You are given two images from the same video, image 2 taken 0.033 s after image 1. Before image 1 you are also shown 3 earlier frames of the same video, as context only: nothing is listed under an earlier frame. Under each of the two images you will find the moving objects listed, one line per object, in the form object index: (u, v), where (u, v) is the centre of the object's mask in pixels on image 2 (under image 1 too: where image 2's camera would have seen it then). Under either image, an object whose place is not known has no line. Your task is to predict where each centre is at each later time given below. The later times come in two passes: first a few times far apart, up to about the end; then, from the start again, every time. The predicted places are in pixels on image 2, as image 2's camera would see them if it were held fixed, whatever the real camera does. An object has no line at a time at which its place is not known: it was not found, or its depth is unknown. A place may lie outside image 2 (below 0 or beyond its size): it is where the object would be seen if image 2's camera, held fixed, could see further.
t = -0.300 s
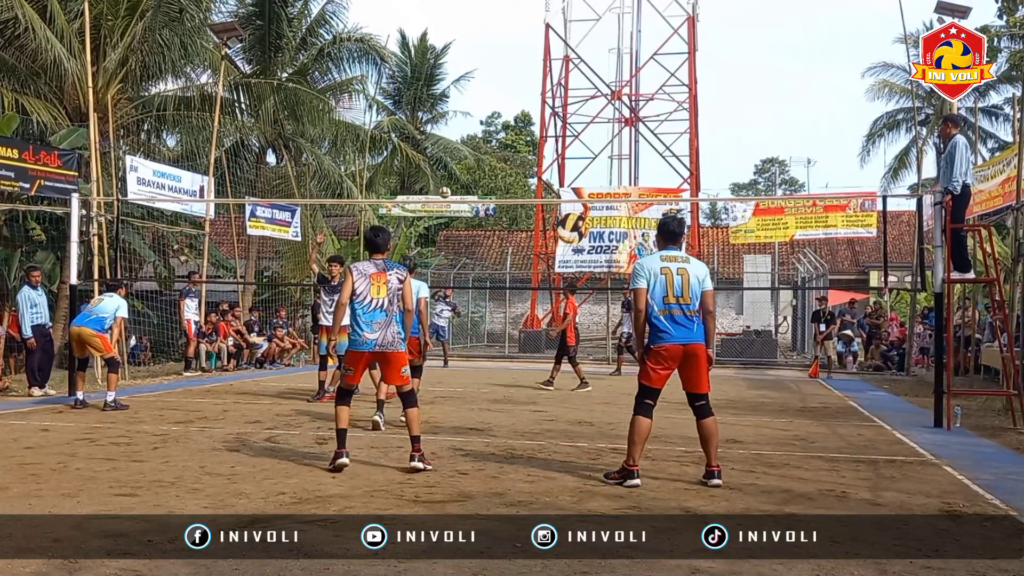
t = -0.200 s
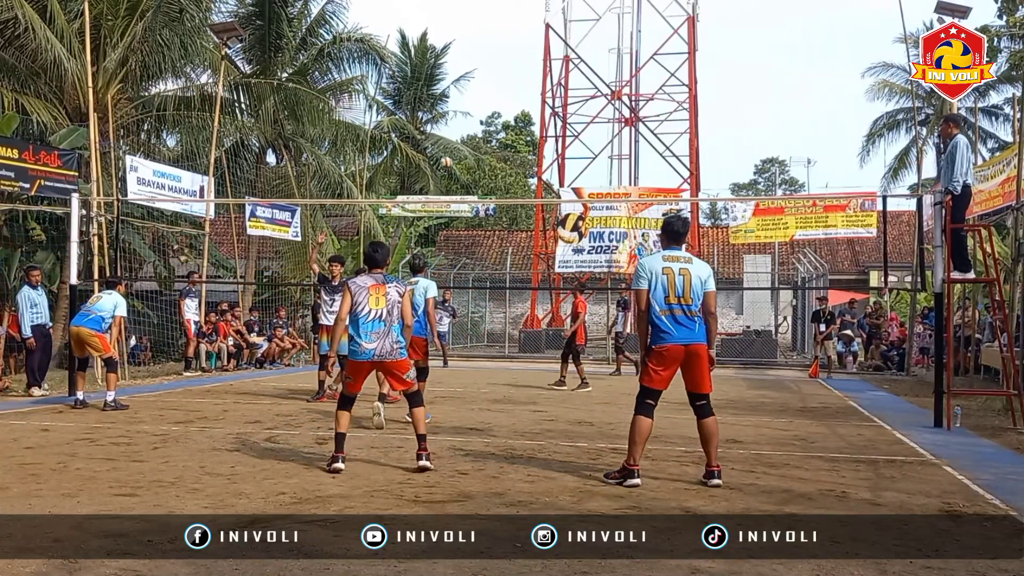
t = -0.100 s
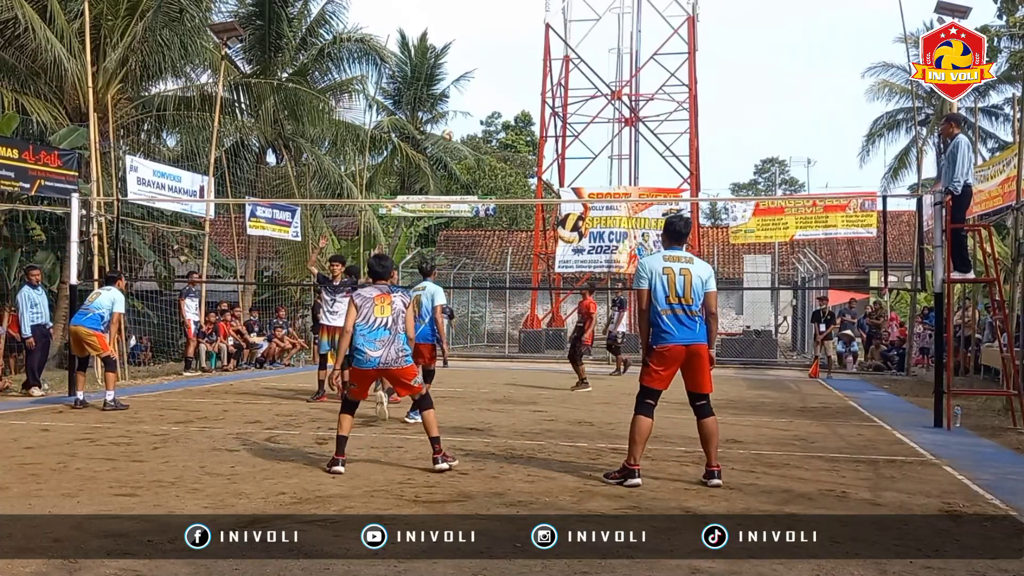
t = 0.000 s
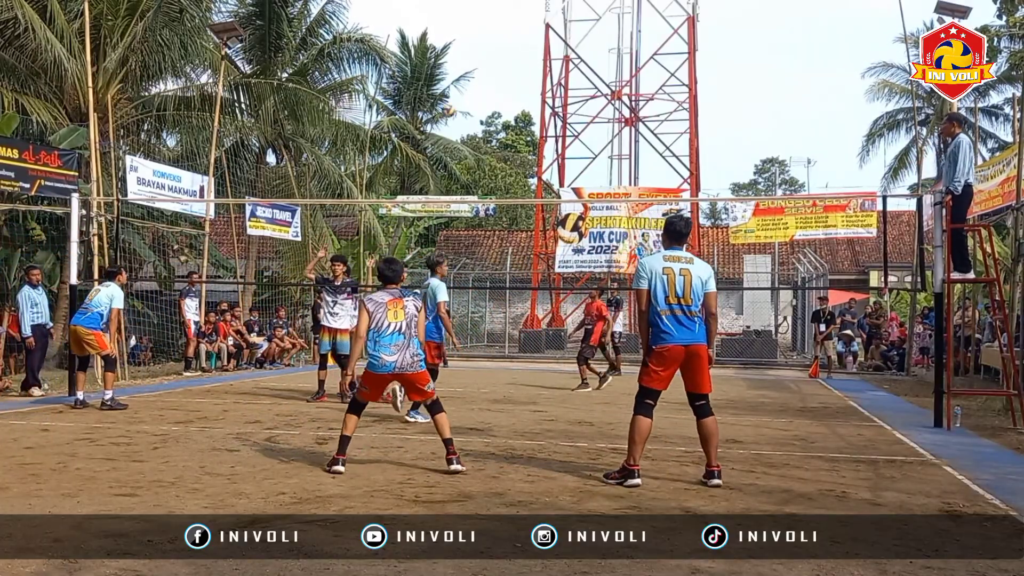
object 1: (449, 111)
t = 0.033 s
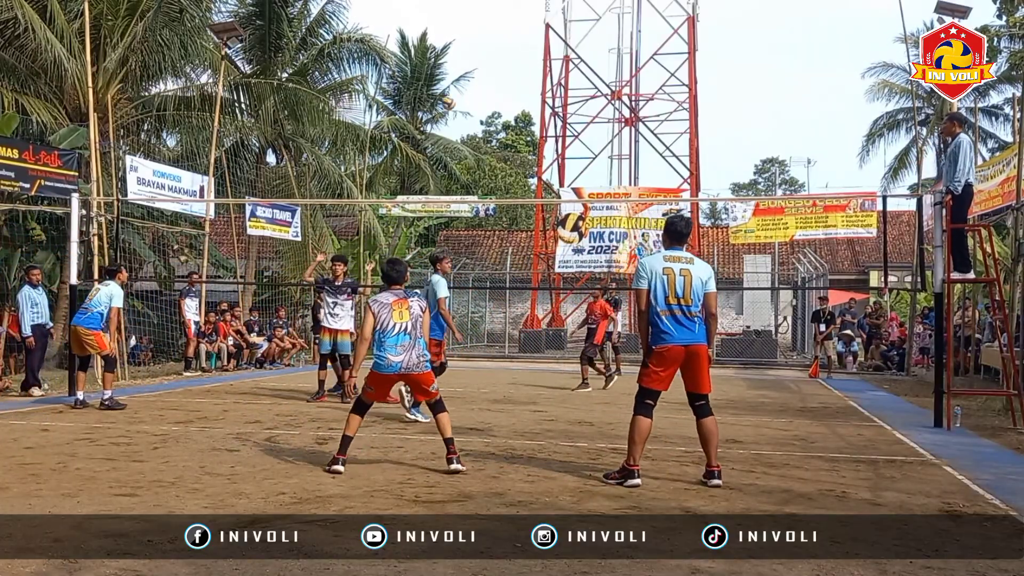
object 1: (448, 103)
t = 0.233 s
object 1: (448, 70)
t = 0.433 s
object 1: (452, 60)
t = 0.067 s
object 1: (447, 97)
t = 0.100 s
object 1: (448, 91)
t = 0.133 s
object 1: (448, 85)
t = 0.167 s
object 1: (448, 79)
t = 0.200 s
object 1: (448, 74)
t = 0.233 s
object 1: (448, 70)
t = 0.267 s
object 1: (449, 67)
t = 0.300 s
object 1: (449, 64)
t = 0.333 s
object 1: (450, 61)
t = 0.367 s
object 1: (451, 60)
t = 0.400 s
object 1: (451, 60)
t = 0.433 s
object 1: (452, 60)
